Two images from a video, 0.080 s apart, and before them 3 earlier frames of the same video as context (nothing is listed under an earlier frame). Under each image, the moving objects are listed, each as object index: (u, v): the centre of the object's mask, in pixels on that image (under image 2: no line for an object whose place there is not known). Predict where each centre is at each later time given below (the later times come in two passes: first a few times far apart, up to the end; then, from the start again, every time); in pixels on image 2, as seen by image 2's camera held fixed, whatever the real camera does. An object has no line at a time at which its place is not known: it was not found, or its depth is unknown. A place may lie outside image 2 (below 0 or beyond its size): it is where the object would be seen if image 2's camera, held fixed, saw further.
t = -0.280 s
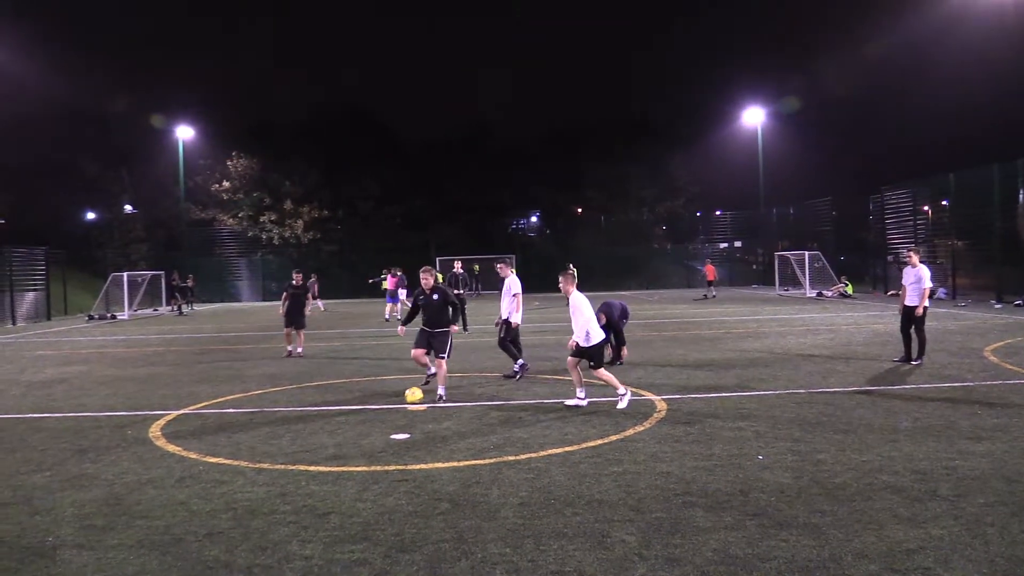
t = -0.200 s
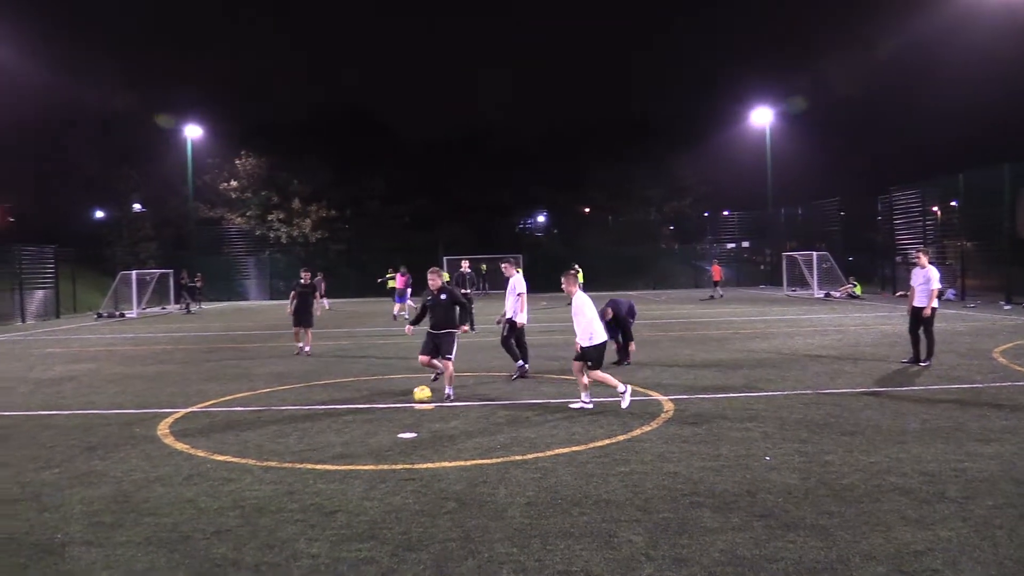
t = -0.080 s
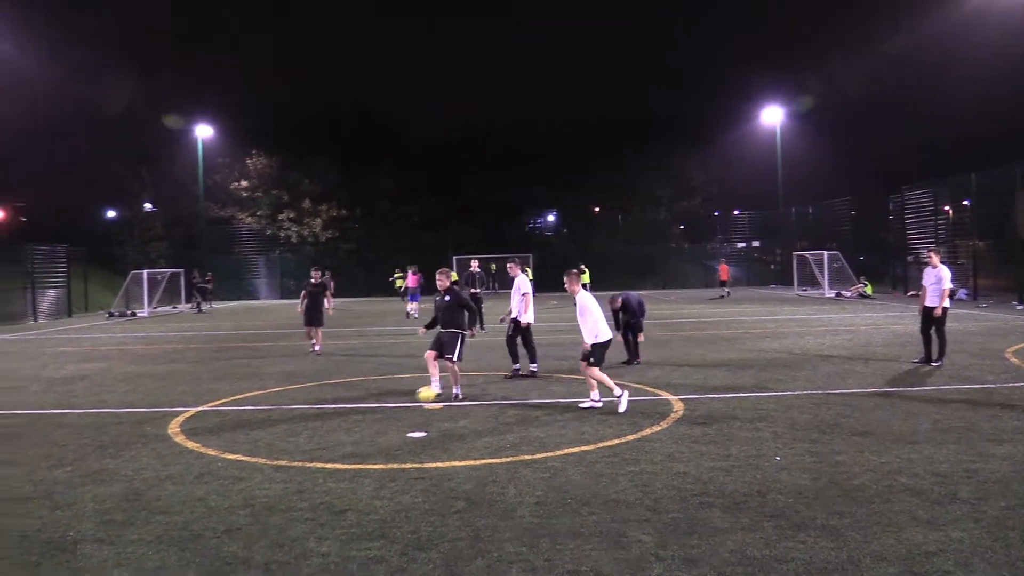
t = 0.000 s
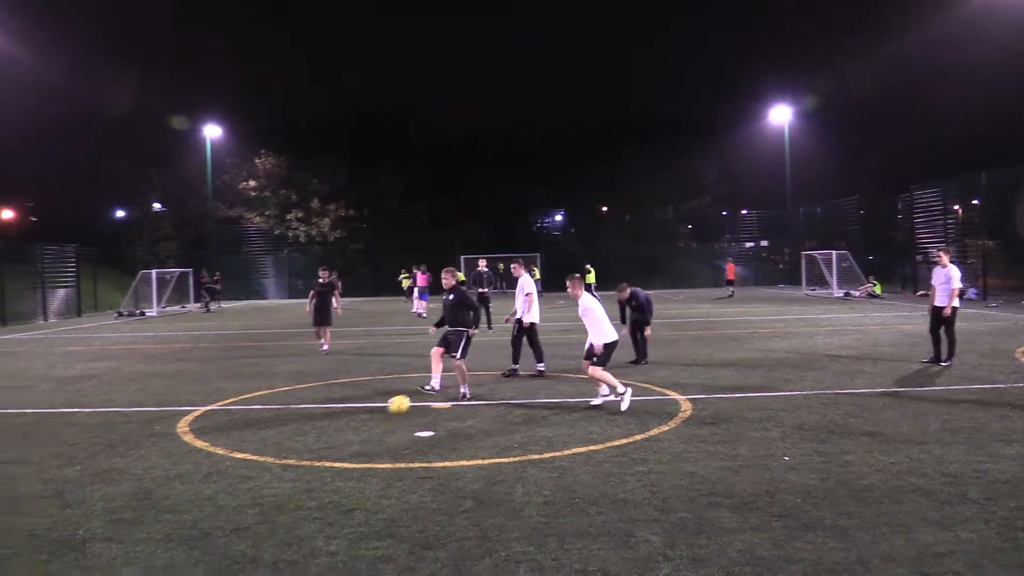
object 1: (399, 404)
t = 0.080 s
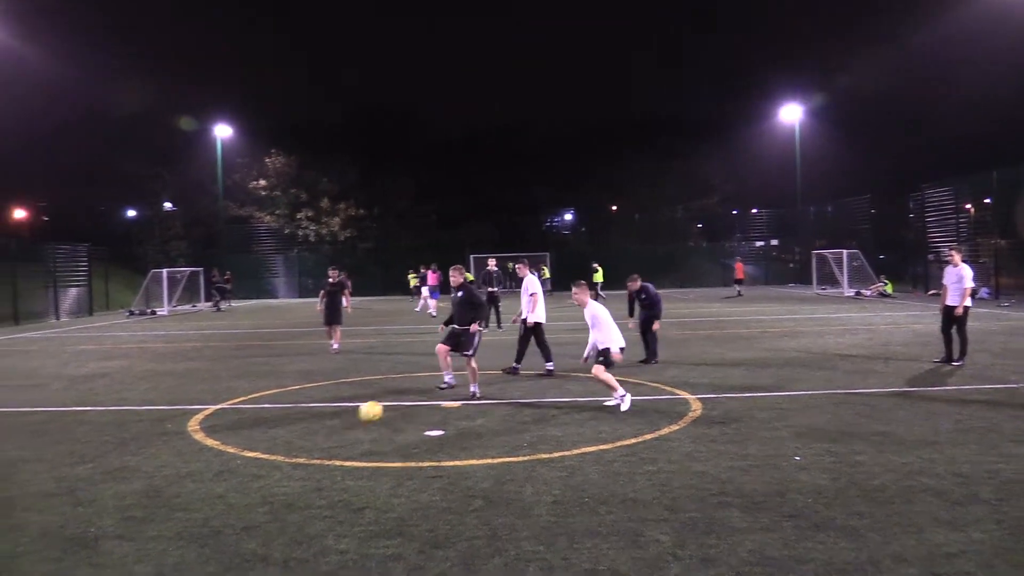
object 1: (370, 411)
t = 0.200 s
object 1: (306, 433)
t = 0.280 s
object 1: (258, 447)
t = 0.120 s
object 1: (350, 417)
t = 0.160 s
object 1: (328, 425)
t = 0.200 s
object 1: (306, 433)
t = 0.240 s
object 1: (282, 439)
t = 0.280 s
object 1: (258, 447)
